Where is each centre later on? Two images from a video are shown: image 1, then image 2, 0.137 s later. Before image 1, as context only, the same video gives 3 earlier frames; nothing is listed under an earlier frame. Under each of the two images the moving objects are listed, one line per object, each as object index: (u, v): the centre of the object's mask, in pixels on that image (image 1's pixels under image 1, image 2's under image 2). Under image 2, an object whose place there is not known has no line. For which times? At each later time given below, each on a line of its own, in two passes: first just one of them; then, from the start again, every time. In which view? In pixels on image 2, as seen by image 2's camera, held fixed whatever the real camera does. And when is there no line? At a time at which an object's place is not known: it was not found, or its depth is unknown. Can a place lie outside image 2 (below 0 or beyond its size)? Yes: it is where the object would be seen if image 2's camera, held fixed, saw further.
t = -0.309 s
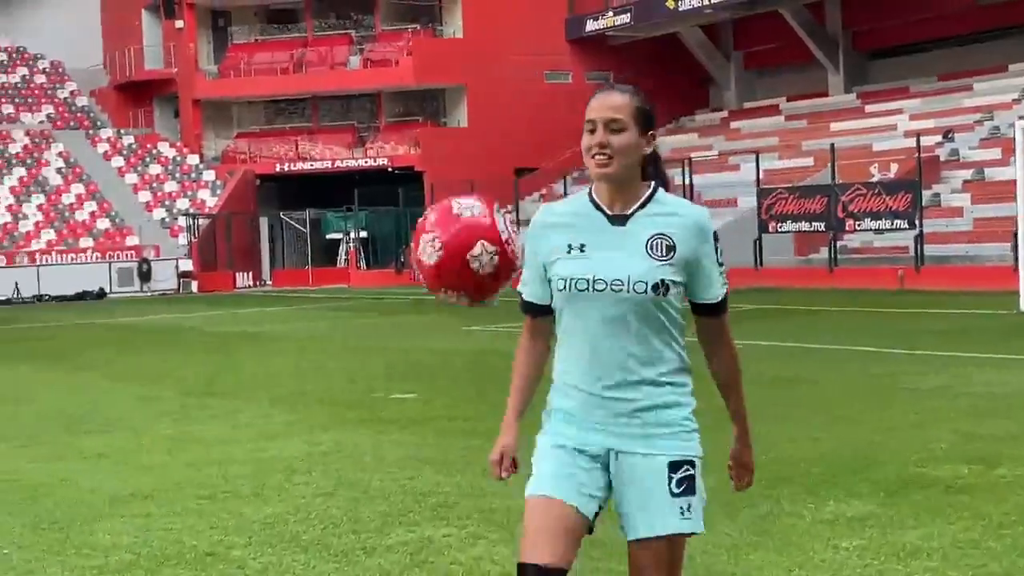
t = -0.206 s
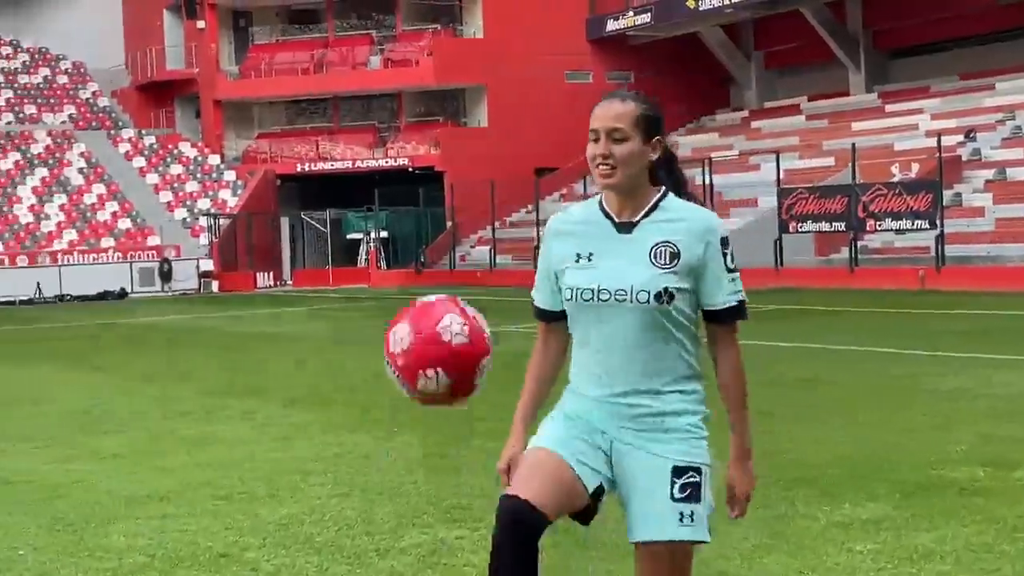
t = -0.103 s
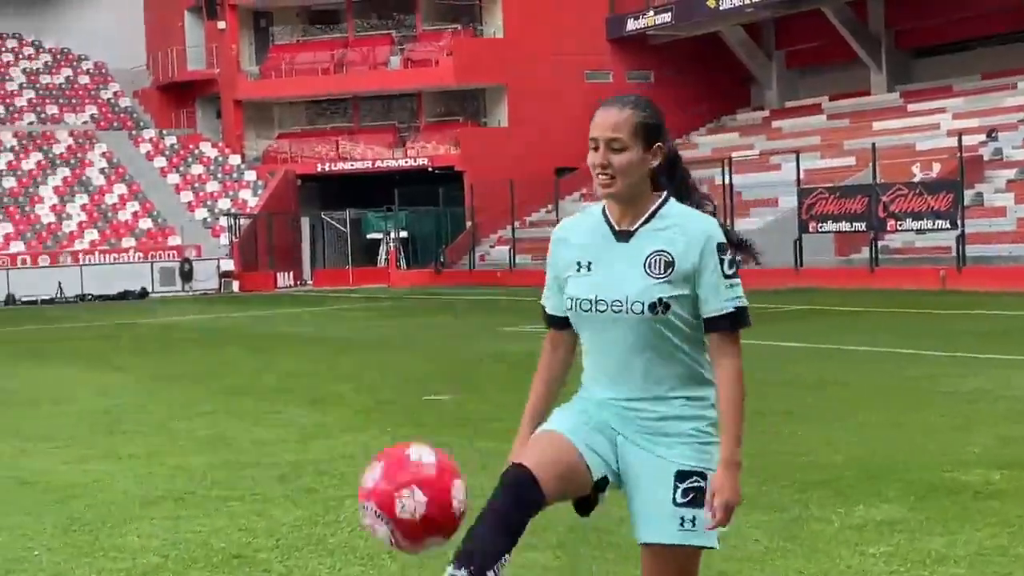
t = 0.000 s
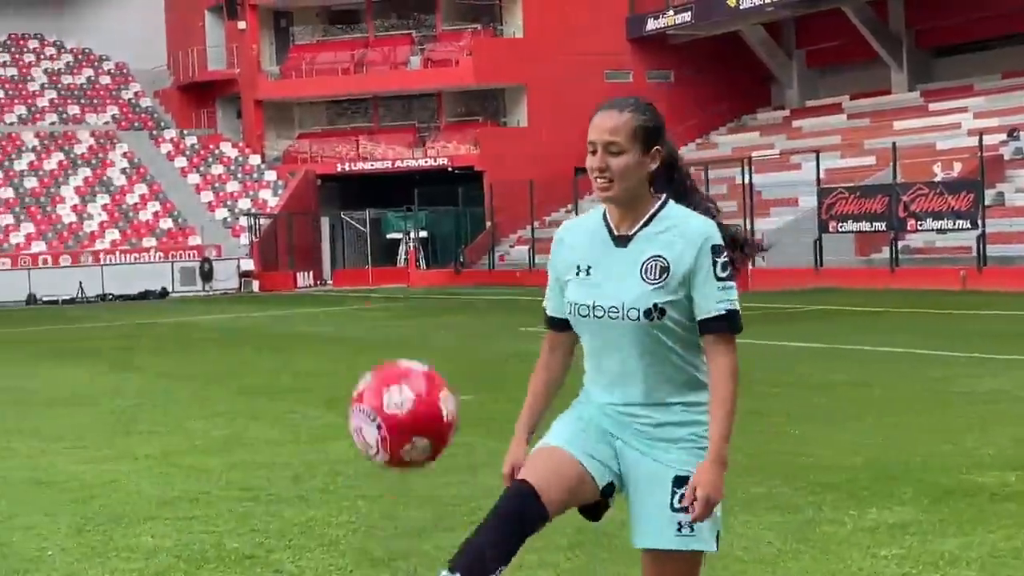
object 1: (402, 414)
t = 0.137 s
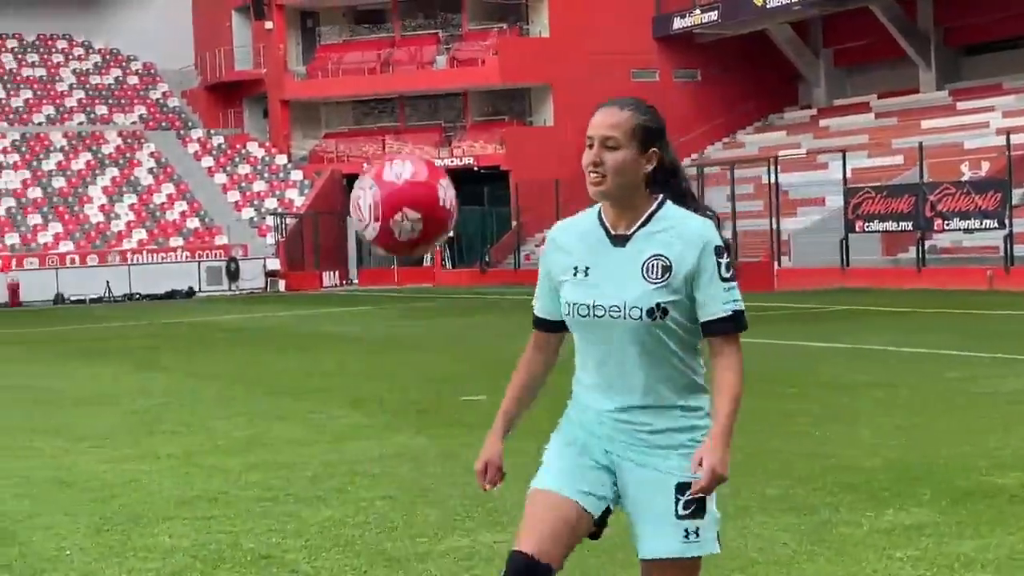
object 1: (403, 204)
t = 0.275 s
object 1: (383, 84)
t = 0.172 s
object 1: (398, 165)
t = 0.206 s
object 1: (393, 135)
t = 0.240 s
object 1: (386, 102)
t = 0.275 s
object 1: (383, 84)
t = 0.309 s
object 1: (379, 66)
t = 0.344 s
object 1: (376, 54)
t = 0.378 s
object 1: (373, 48)
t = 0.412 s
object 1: (371, 47)
